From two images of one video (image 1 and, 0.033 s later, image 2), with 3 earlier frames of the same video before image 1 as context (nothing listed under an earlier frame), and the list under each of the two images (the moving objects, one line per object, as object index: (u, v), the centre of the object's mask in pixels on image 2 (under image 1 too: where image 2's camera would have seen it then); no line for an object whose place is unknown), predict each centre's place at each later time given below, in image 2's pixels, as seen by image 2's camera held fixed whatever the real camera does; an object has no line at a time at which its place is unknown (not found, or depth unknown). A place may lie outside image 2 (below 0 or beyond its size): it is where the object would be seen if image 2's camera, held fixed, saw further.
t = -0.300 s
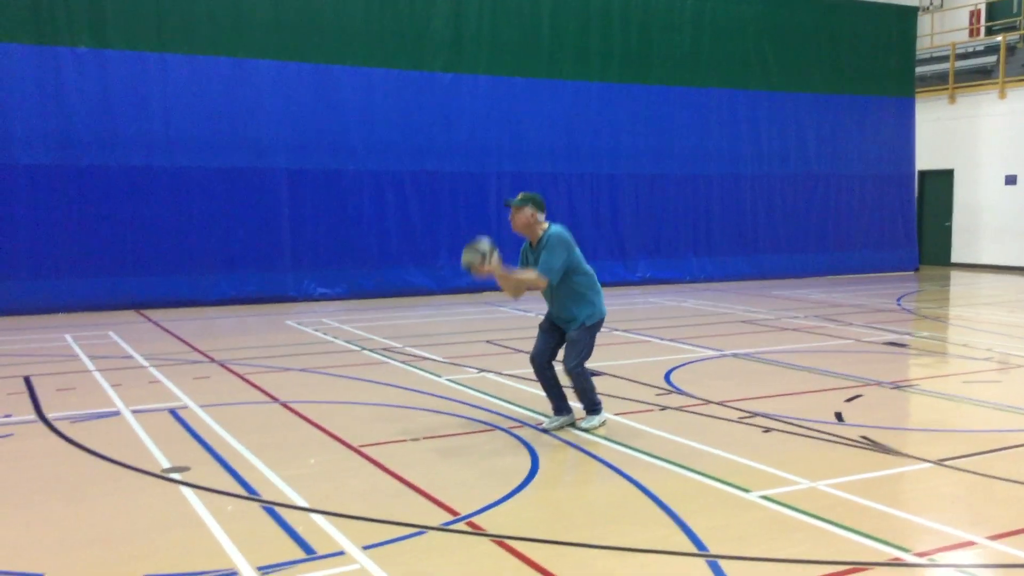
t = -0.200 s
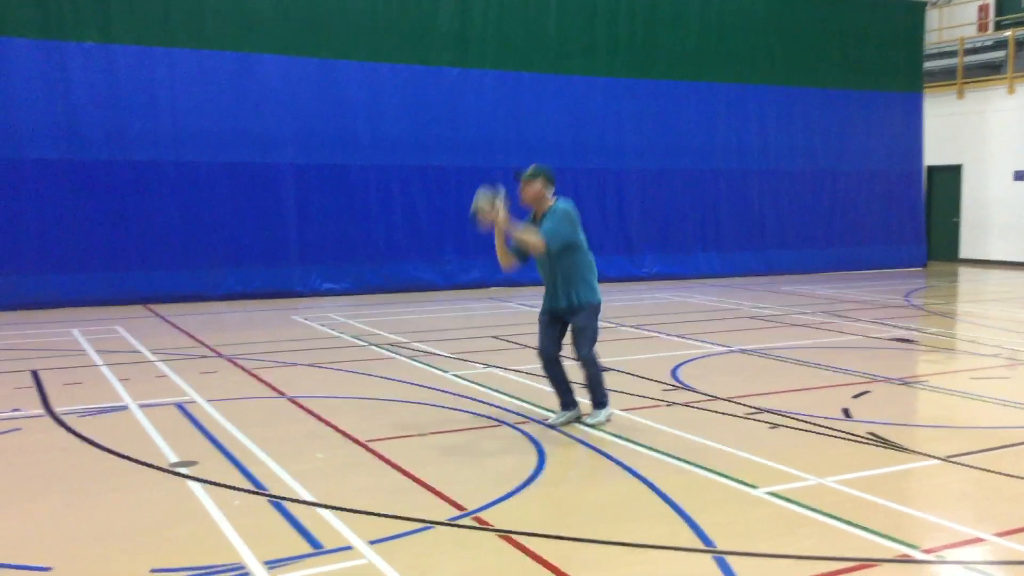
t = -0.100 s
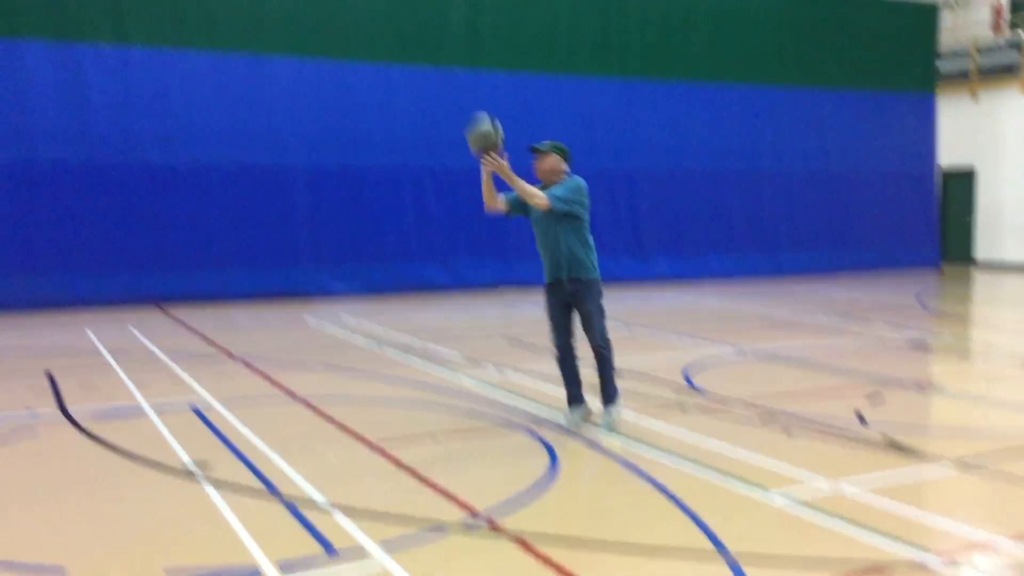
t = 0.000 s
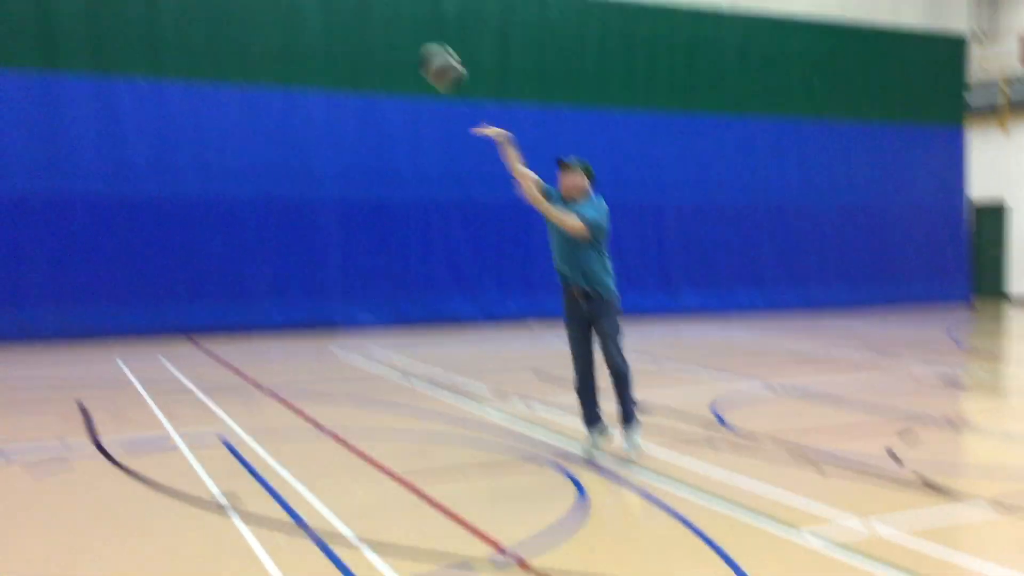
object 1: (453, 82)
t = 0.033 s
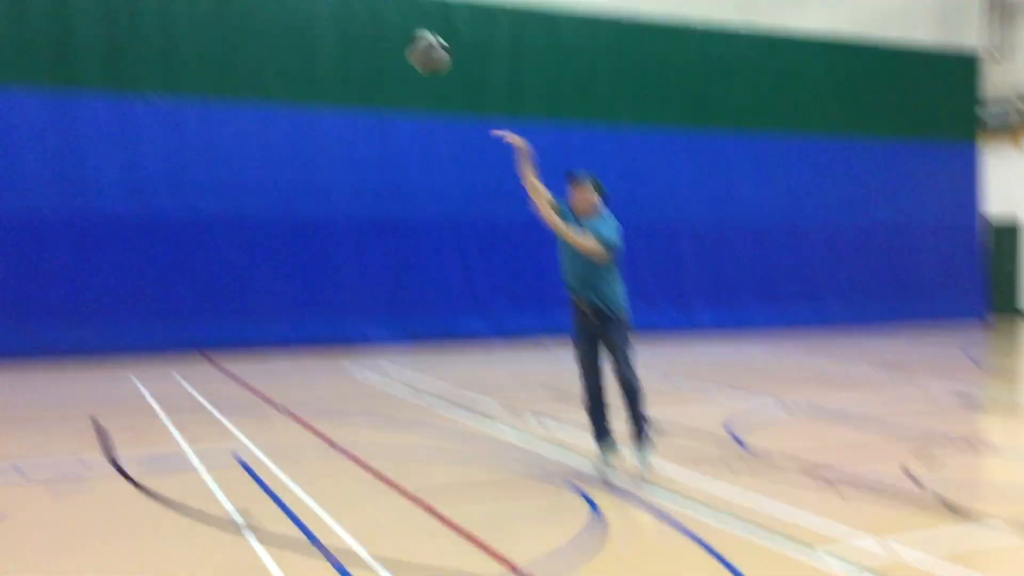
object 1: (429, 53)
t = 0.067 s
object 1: (403, 25)
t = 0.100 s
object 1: (370, -15)
